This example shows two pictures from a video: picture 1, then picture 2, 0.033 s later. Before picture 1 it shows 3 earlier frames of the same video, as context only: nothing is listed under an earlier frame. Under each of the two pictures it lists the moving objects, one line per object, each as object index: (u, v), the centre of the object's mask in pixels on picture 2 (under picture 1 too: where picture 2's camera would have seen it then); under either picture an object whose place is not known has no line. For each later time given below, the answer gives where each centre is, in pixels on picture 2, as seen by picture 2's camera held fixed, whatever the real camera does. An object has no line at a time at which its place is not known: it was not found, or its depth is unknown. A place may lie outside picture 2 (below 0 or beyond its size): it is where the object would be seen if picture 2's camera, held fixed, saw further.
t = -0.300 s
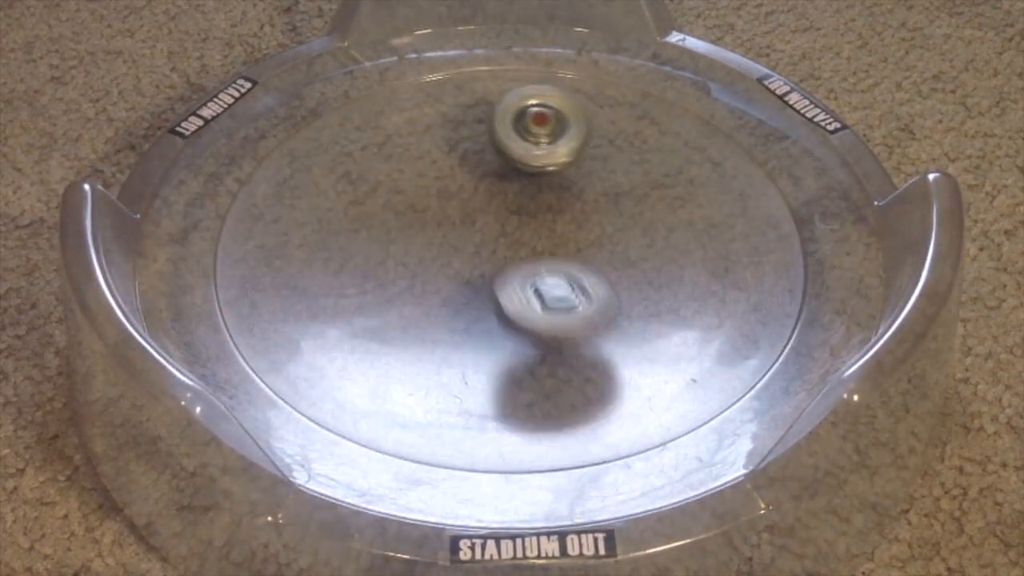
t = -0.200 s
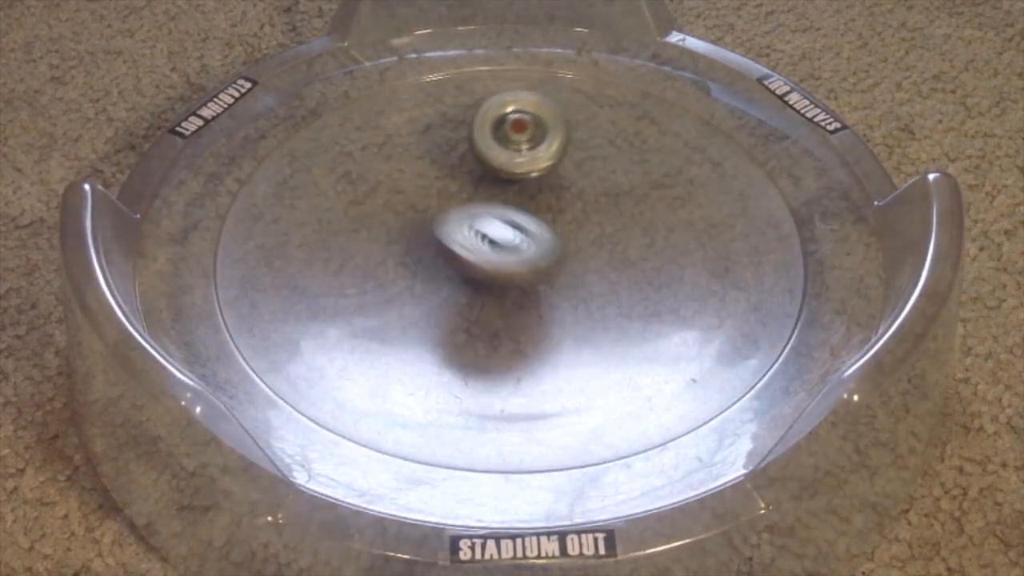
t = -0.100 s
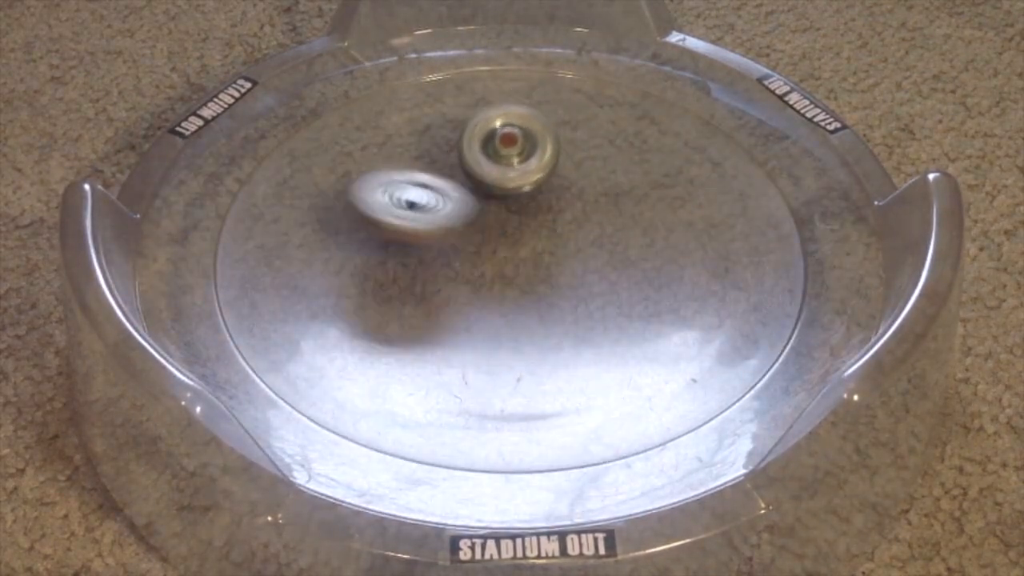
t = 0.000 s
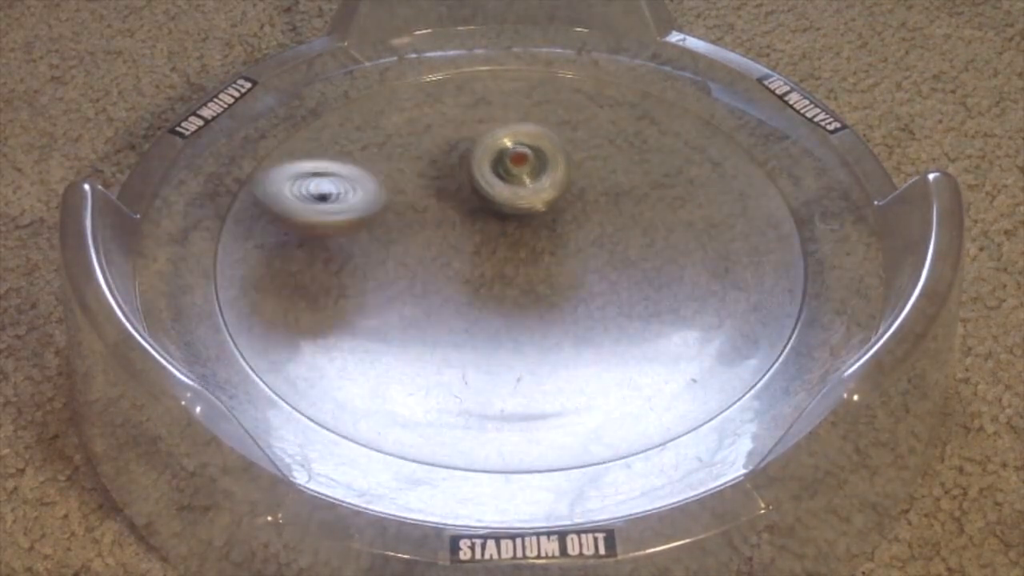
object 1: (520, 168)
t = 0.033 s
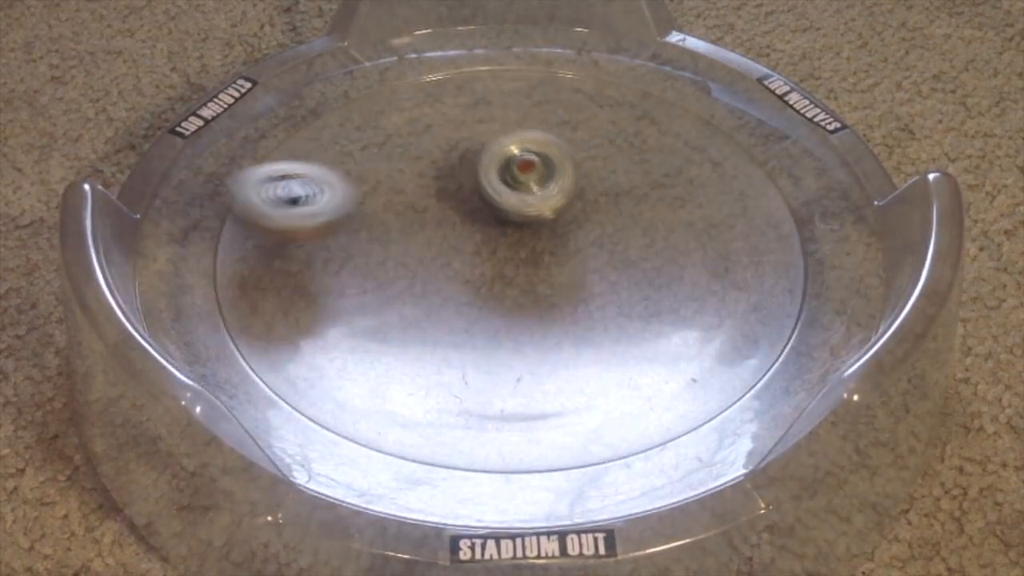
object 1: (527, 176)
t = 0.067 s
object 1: (535, 182)
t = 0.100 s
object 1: (544, 189)
